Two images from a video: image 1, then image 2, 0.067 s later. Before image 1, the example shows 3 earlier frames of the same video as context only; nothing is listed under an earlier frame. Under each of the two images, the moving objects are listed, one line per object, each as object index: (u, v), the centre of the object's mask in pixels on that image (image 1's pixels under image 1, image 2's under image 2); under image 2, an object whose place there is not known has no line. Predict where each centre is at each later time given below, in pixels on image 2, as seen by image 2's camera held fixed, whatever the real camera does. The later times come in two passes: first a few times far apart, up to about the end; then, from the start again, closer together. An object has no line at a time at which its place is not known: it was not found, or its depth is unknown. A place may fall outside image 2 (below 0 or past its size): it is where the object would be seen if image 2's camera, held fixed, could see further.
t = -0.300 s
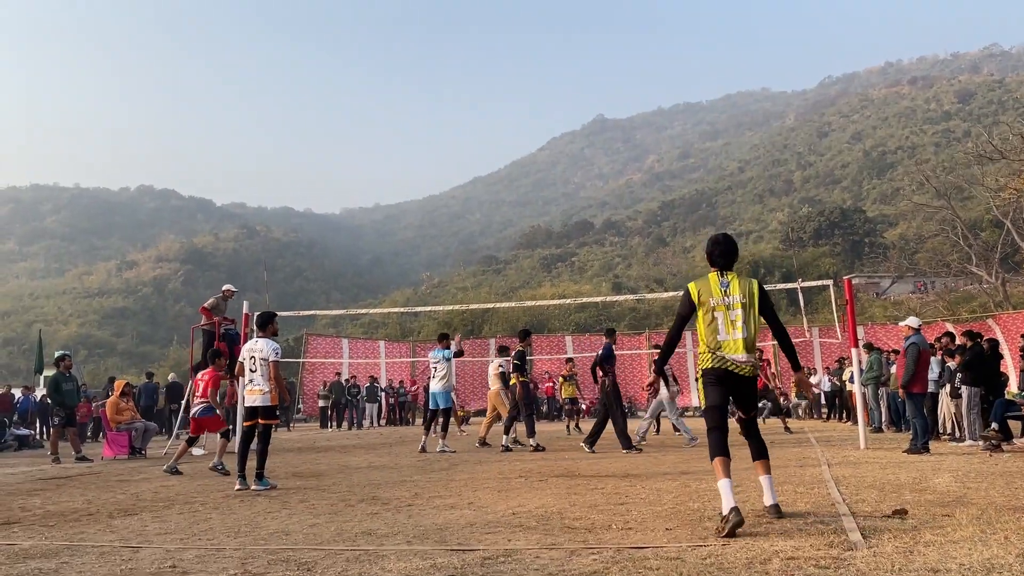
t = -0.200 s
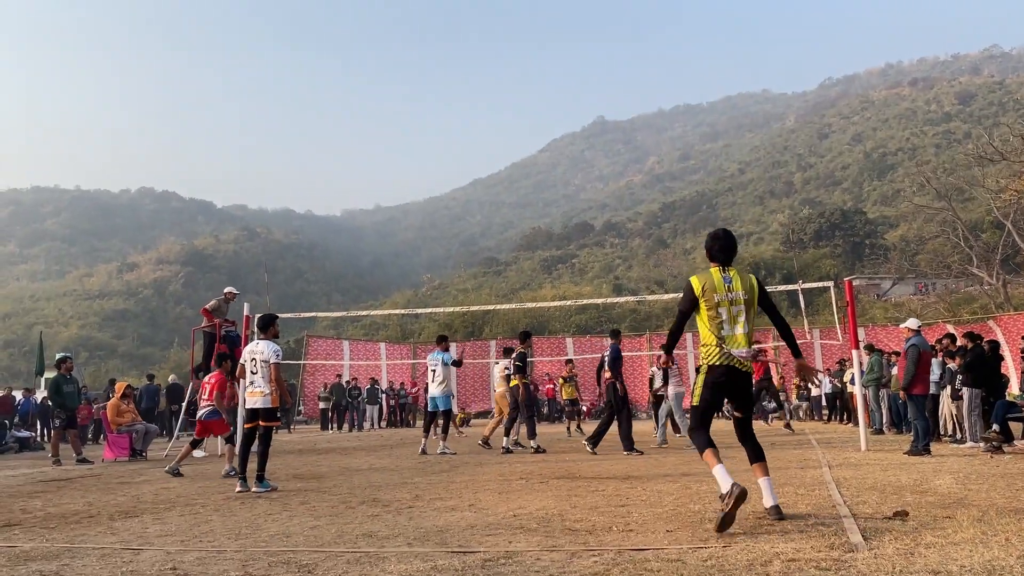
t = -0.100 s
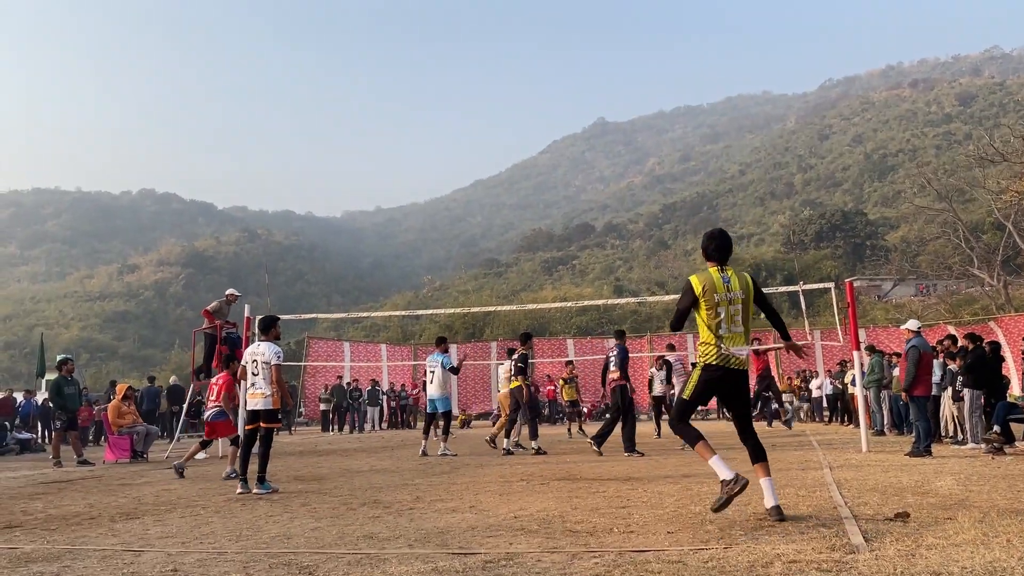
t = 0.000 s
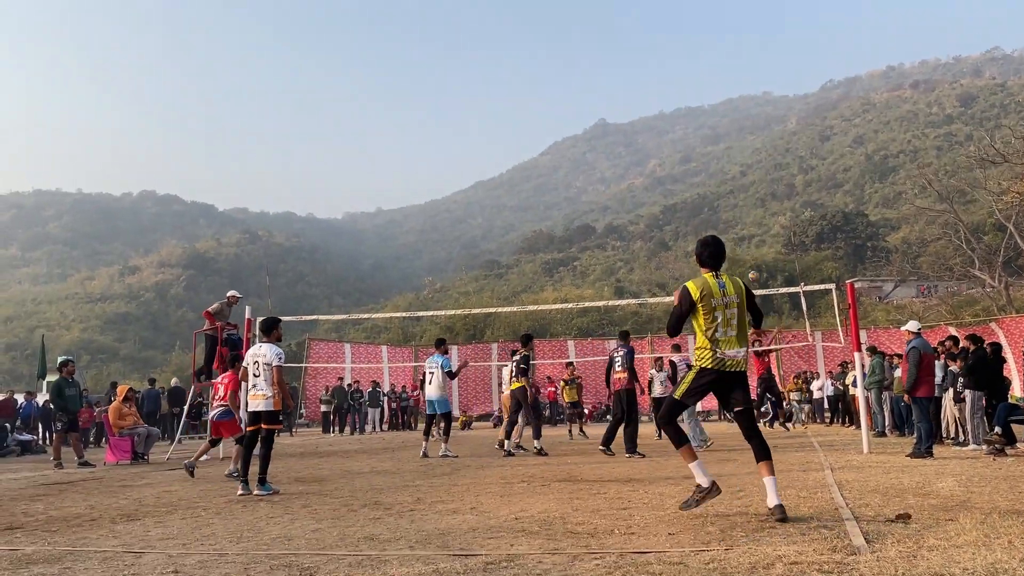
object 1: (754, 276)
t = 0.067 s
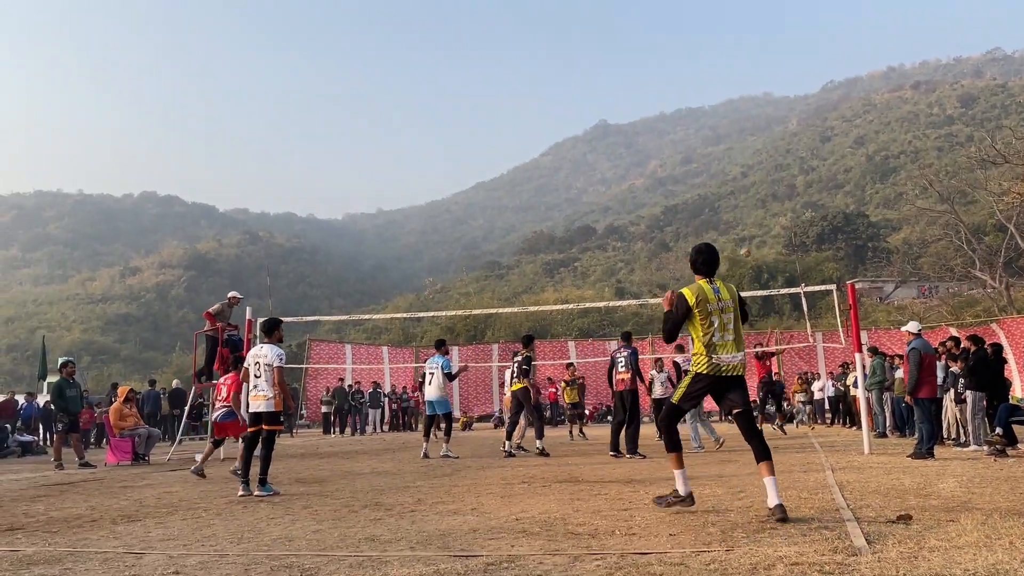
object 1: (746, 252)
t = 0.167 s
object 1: (733, 221)
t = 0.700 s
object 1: (674, 136)
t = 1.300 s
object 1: (615, 197)
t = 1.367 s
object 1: (609, 213)
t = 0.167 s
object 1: (733, 221)
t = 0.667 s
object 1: (677, 137)
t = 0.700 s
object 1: (674, 136)
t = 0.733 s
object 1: (670, 135)
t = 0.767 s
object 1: (666, 135)
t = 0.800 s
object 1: (663, 135)
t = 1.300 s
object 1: (615, 197)
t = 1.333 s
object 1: (612, 205)
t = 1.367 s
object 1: (609, 213)
